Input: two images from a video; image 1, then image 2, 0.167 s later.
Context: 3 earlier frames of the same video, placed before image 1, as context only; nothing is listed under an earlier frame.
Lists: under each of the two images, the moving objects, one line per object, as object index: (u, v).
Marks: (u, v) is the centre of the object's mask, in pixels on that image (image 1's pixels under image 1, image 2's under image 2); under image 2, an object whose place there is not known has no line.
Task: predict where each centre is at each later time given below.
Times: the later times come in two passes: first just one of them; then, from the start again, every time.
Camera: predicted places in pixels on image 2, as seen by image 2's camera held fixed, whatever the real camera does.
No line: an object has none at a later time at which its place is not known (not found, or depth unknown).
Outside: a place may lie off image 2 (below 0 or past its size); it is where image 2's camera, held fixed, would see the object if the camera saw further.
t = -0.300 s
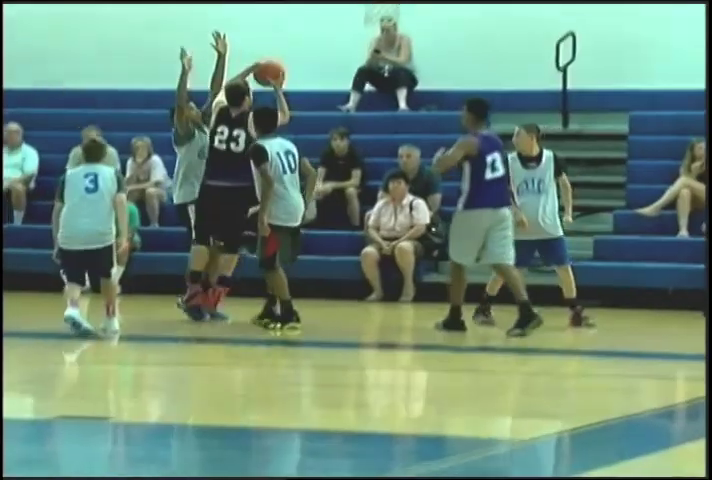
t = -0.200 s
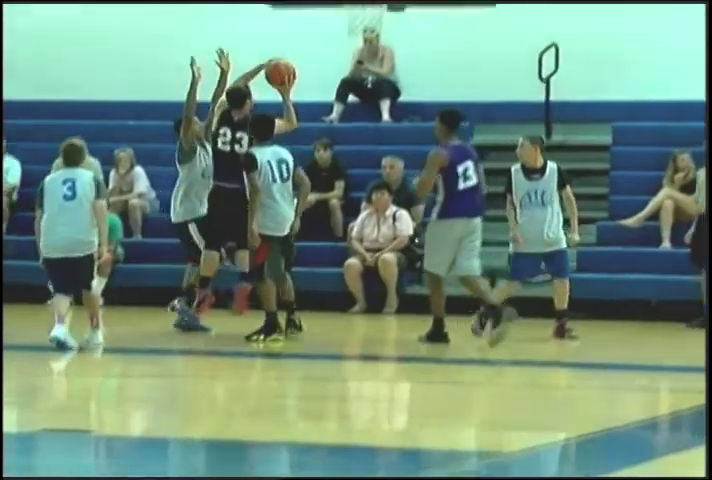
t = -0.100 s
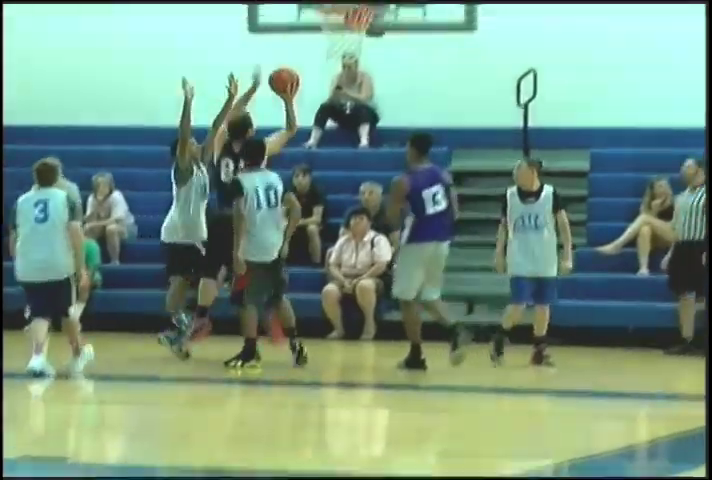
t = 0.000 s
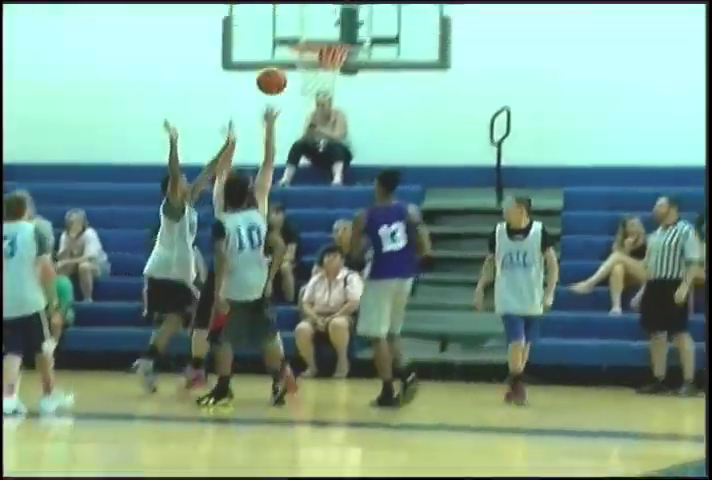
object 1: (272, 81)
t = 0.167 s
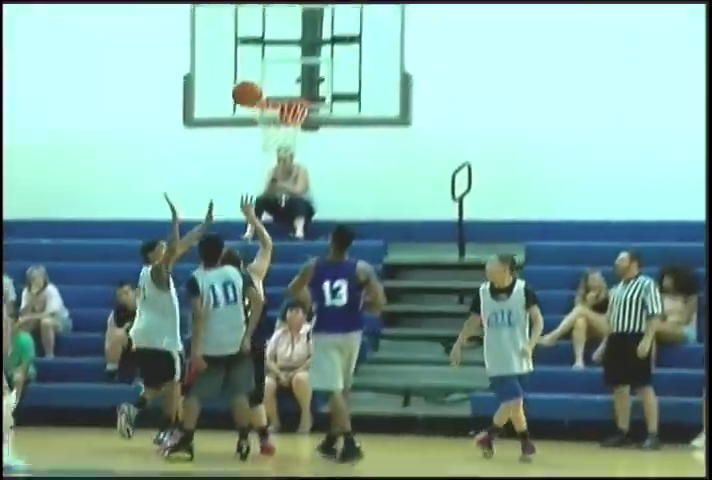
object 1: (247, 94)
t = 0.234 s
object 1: (251, 87)
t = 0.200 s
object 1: (249, 90)
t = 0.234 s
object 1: (251, 87)
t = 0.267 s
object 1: (254, 85)
